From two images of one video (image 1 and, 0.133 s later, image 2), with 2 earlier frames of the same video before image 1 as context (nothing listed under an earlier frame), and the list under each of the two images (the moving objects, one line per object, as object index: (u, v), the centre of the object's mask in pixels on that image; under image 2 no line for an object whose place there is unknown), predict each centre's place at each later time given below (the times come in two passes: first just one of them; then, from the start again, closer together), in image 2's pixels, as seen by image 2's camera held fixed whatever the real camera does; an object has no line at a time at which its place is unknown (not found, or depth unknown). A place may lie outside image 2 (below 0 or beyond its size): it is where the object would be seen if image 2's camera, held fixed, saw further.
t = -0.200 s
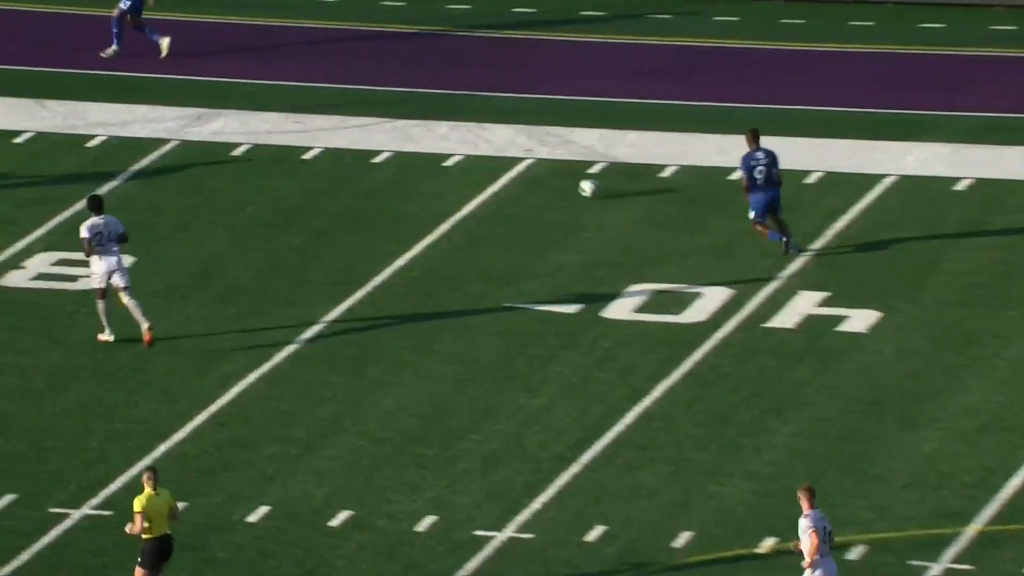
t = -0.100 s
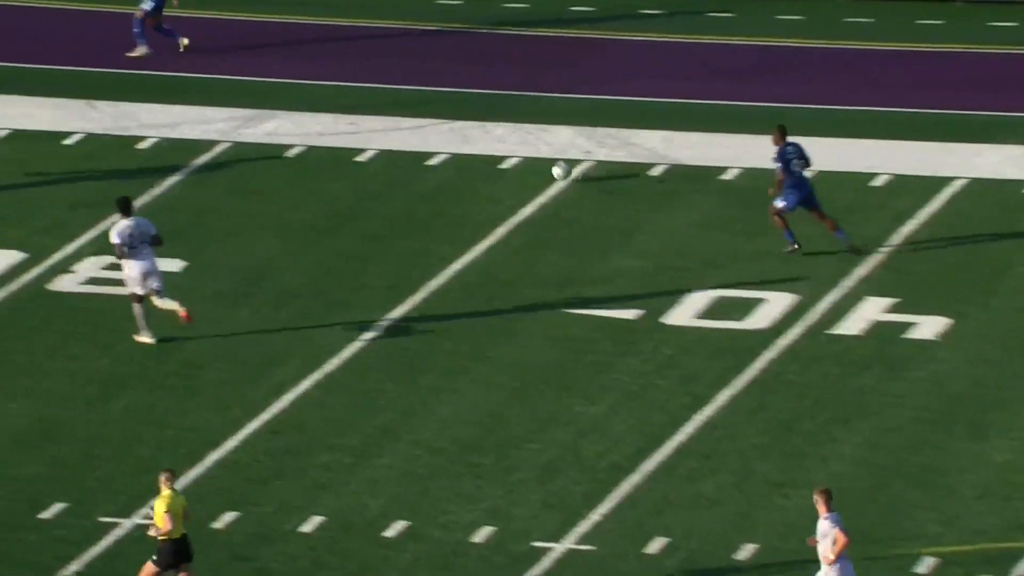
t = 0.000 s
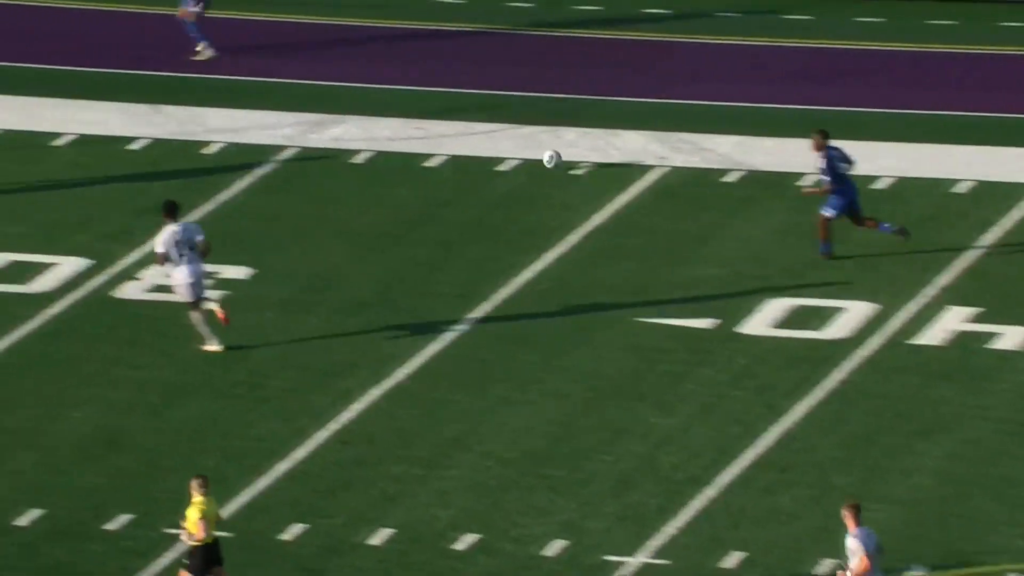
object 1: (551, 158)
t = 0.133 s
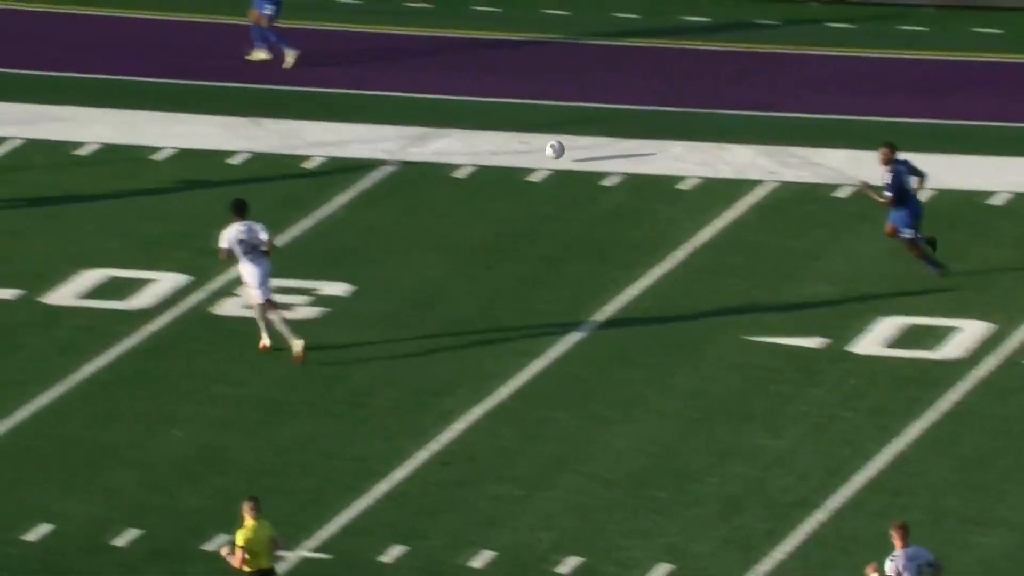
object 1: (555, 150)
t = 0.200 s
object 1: (508, 141)
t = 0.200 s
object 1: (508, 141)
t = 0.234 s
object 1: (486, 138)
